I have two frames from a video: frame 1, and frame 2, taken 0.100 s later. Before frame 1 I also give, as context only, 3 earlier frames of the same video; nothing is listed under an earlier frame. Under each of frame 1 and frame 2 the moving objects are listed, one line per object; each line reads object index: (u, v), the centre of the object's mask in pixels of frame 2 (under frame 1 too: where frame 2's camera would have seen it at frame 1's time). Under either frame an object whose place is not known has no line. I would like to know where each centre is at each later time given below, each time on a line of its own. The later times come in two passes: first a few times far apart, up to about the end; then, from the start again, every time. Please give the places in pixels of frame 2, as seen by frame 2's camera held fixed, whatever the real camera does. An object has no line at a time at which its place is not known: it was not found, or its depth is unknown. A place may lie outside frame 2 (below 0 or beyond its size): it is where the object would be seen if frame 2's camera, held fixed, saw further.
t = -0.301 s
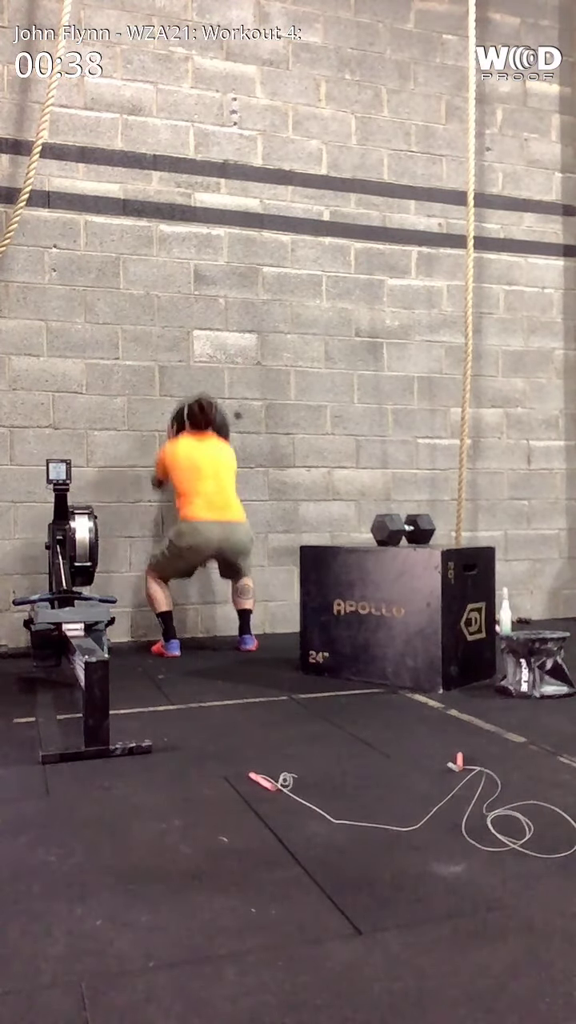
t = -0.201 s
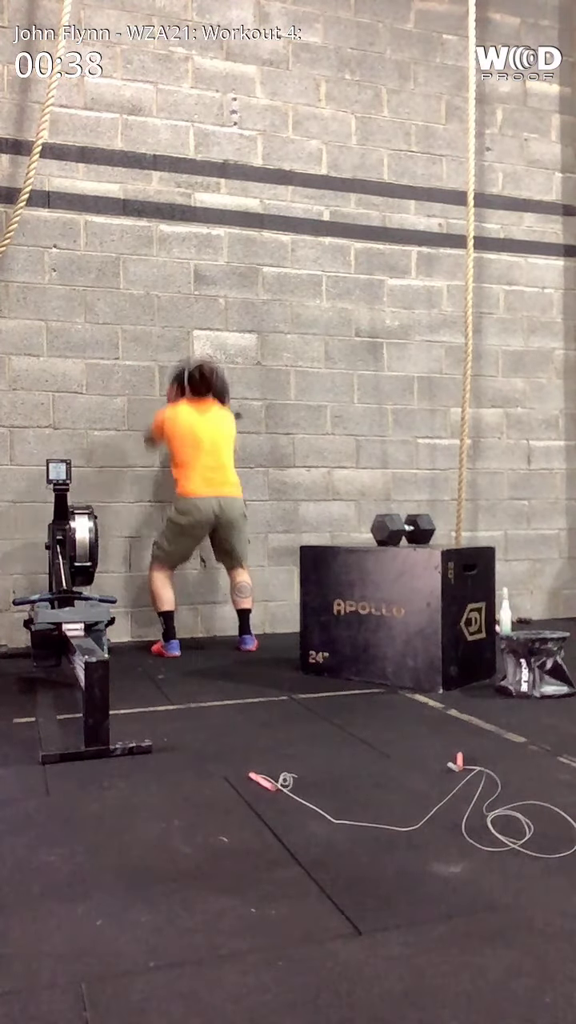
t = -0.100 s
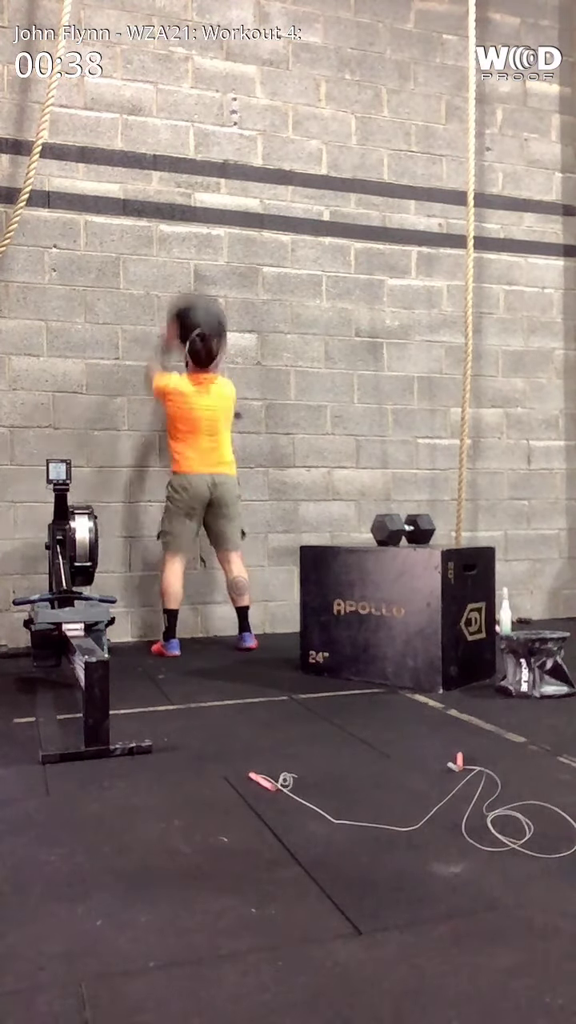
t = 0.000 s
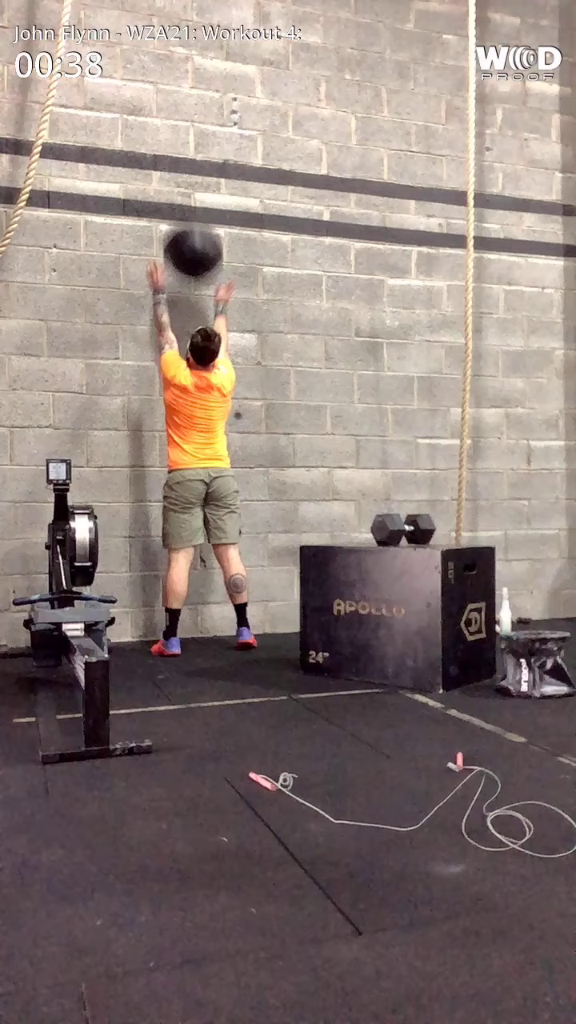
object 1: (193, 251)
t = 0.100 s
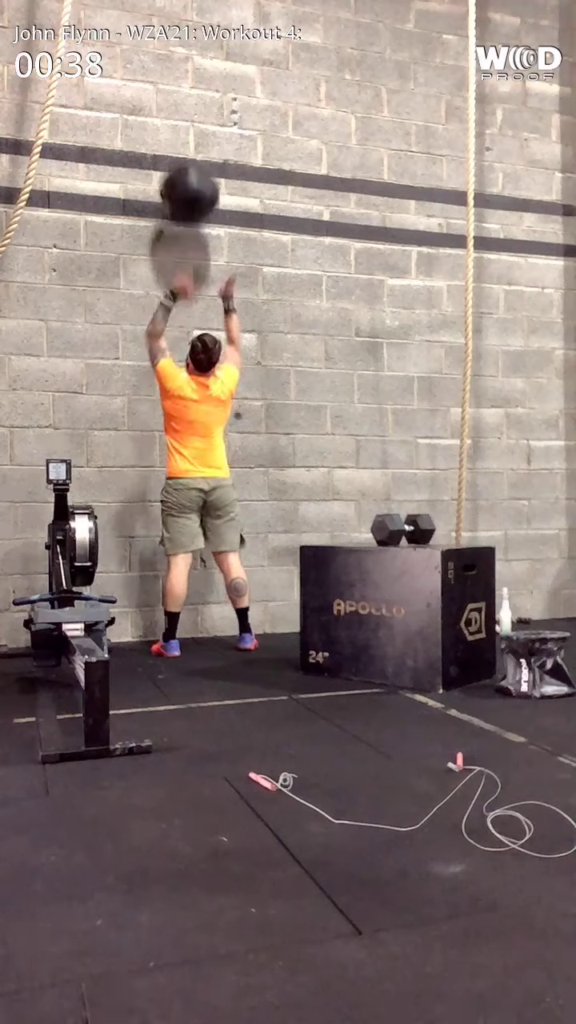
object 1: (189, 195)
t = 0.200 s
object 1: (186, 152)
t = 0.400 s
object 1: (185, 118)
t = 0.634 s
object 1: (189, 148)
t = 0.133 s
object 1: (188, 176)
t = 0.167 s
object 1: (187, 164)
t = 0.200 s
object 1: (186, 152)
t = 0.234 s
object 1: (185, 143)
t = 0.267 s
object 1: (185, 134)
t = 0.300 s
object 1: (184, 129)
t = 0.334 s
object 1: (184, 125)
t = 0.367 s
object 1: (184, 121)
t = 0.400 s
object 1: (185, 118)
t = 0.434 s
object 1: (185, 117)
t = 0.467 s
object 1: (186, 118)
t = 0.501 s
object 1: (187, 121)
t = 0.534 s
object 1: (188, 125)
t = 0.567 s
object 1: (188, 130)
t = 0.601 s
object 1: (189, 138)
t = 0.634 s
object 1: (189, 148)
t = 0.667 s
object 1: (190, 159)
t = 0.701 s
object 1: (191, 173)
